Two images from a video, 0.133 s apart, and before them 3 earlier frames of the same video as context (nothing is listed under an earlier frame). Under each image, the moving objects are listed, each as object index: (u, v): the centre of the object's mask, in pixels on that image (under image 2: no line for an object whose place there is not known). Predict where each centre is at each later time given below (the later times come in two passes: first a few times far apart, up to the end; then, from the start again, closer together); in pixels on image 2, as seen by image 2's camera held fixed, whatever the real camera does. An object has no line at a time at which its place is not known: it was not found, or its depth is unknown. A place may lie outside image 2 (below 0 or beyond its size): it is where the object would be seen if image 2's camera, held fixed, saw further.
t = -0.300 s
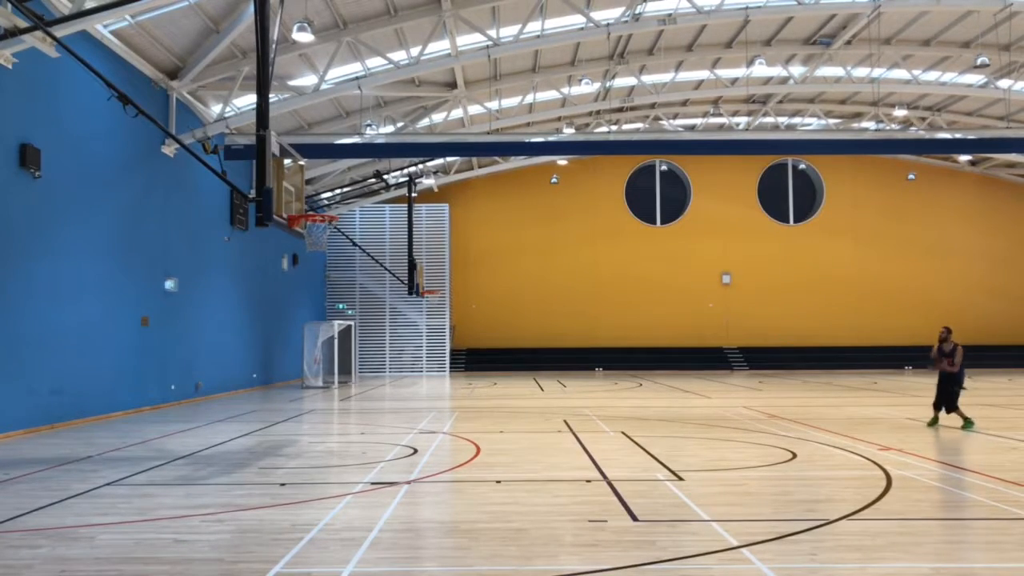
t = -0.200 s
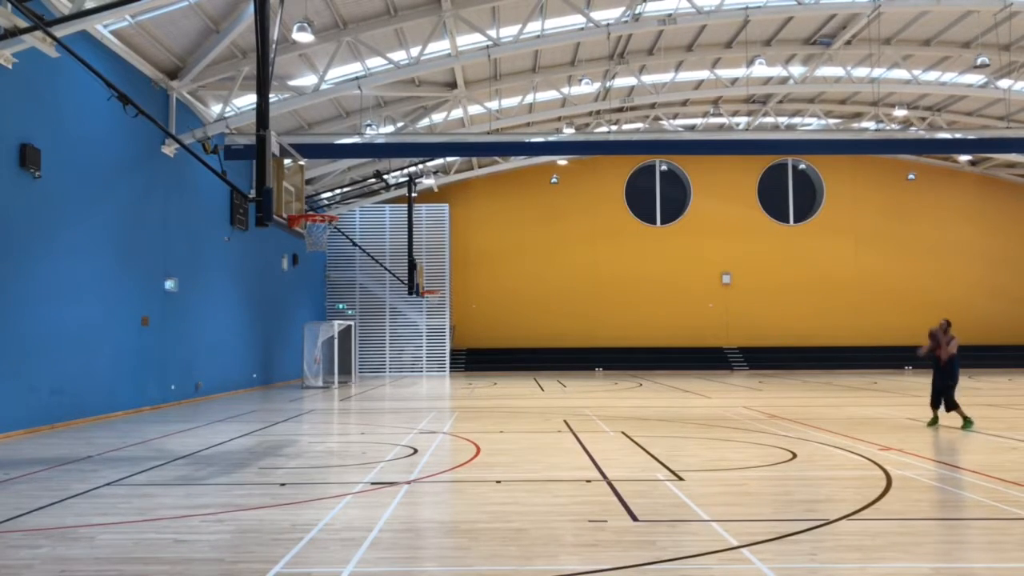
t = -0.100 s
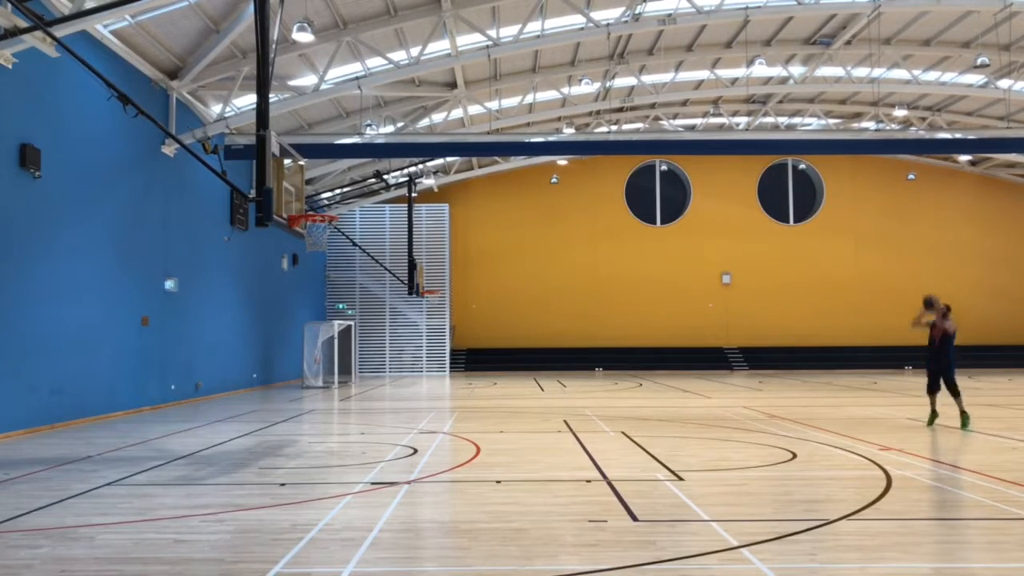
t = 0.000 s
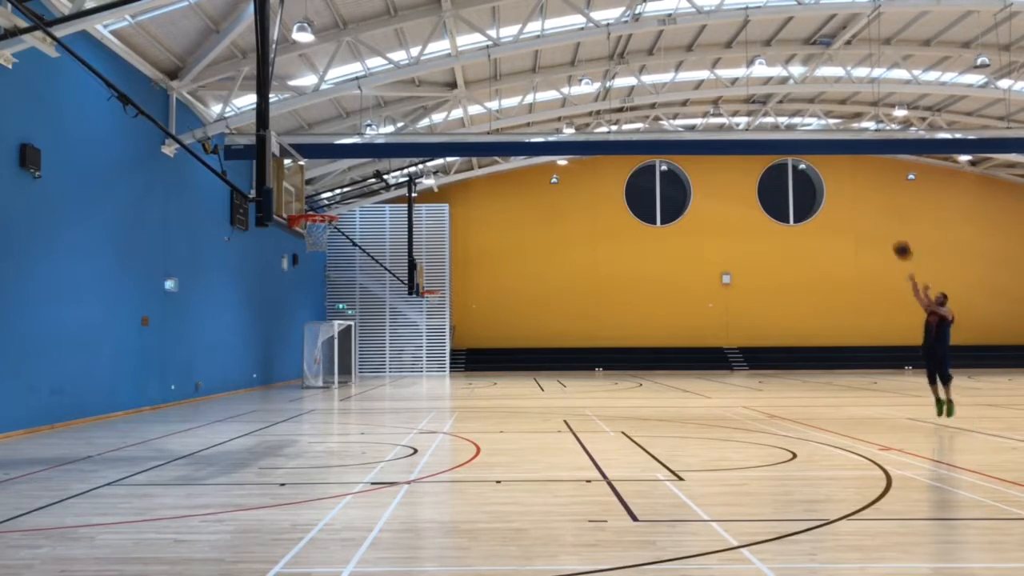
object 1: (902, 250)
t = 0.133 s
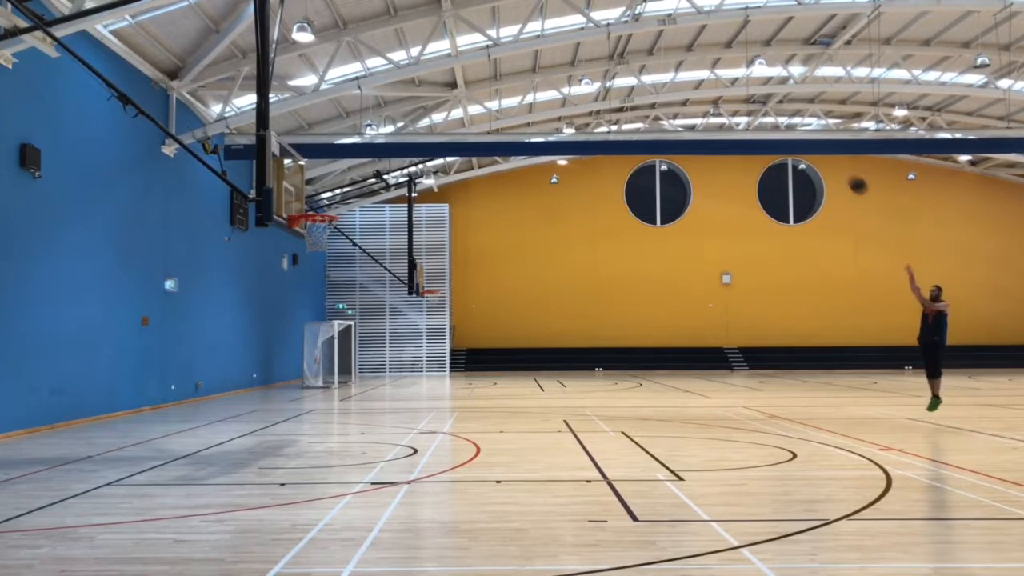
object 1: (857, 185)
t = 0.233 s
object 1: (824, 142)
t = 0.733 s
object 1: (650, 19)
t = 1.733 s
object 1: (316, 248)
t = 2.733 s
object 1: (465, 316)
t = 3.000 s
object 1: (515, 329)
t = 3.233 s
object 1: (557, 385)
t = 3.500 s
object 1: (602, 412)
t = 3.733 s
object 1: (636, 370)
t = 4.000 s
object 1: (676, 374)
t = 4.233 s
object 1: (712, 424)
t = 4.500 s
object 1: (751, 406)
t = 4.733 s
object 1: (783, 398)
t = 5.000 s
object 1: (822, 441)
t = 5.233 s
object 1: (853, 417)
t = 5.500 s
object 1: (889, 430)
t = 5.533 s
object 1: (893, 435)
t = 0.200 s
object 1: (835, 159)
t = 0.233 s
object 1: (824, 142)
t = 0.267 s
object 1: (812, 131)
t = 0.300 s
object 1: (800, 117)
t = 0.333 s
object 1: (790, 107)
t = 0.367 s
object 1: (778, 96)
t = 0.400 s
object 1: (766, 85)
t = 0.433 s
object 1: (755, 76)
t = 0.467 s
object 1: (744, 65)
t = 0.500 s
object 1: (732, 58)
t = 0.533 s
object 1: (720, 50)
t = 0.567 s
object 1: (708, 44)
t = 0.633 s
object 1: (686, 32)
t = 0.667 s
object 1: (674, 27)
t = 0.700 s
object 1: (662, 22)
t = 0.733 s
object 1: (650, 19)
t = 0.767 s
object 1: (638, 16)
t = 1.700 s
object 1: (314, 240)
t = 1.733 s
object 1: (316, 248)
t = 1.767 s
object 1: (319, 256)
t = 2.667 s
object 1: (453, 323)
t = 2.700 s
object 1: (460, 318)
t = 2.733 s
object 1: (465, 316)
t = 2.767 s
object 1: (472, 315)
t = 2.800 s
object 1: (478, 314)
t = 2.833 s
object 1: (484, 314)
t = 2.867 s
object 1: (490, 316)
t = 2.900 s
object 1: (496, 317)
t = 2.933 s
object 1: (502, 320)
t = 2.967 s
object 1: (509, 324)
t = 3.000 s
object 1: (515, 329)
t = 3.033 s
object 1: (521, 334)
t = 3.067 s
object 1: (527, 340)
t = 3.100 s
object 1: (533, 345)
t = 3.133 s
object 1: (541, 352)
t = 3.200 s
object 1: (551, 376)
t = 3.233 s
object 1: (557, 385)
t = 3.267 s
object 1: (563, 397)
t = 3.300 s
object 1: (569, 410)
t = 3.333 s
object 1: (575, 423)
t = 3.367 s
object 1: (581, 438)
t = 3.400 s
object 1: (587, 445)
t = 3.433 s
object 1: (592, 433)
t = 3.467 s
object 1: (597, 423)
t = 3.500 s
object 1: (602, 412)
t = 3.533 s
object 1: (606, 407)
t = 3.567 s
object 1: (611, 396)
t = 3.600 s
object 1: (616, 389)
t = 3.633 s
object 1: (621, 381)
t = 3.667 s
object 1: (625, 379)
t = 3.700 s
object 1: (631, 375)
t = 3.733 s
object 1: (636, 370)
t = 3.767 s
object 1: (641, 368)
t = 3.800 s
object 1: (646, 366)
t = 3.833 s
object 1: (650, 366)
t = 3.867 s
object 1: (656, 365)
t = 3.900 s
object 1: (661, 365)
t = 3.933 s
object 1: (667, 368)
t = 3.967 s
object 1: (671, 371)
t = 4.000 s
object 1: (676, 374)
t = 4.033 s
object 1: (682, 379)
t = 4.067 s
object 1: (686, 384)
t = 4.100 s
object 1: (692, 390)
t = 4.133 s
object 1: (697, 397)
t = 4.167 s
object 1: (702, 405)
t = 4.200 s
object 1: (707, 414)
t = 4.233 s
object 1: (712, 424)
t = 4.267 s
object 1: (717, 435)
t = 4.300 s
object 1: (723, 447)
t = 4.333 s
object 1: (727, 439)
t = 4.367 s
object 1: (732, 431)
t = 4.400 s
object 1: (737, 423)
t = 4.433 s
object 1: (742, 418)
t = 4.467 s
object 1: (746, 412)
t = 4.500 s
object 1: (751, 406)
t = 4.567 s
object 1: (760, 400)
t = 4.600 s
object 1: (765, 397)
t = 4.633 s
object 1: (769, 396)
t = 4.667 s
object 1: (774, 396)
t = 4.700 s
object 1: (779, 396)
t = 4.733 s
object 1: (783, 398)
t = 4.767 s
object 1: (789, 400)
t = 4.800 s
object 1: (793, 403)
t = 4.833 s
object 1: (798, 407)
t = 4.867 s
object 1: (803, 412)
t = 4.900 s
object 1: (808, 418)
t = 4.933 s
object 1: (812, 425)
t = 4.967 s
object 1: (817, 432)
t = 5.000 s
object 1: (822, 441)
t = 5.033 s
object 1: (827, 444)
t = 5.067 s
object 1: (831, 437)
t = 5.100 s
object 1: (836, 431)
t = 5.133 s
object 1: (840, 426)
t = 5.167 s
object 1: (844, 423)
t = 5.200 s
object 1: (849, 418)
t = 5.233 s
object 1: (853, 417)
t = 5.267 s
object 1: (857, 415)
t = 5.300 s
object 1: (862, 414)
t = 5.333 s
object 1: (866, 415)
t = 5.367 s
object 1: (870, 416)
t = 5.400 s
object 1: (875, 419)
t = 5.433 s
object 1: (879, 421)
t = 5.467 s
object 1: (884, 425)
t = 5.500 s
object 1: (889, 430)
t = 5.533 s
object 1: (893, 435)
